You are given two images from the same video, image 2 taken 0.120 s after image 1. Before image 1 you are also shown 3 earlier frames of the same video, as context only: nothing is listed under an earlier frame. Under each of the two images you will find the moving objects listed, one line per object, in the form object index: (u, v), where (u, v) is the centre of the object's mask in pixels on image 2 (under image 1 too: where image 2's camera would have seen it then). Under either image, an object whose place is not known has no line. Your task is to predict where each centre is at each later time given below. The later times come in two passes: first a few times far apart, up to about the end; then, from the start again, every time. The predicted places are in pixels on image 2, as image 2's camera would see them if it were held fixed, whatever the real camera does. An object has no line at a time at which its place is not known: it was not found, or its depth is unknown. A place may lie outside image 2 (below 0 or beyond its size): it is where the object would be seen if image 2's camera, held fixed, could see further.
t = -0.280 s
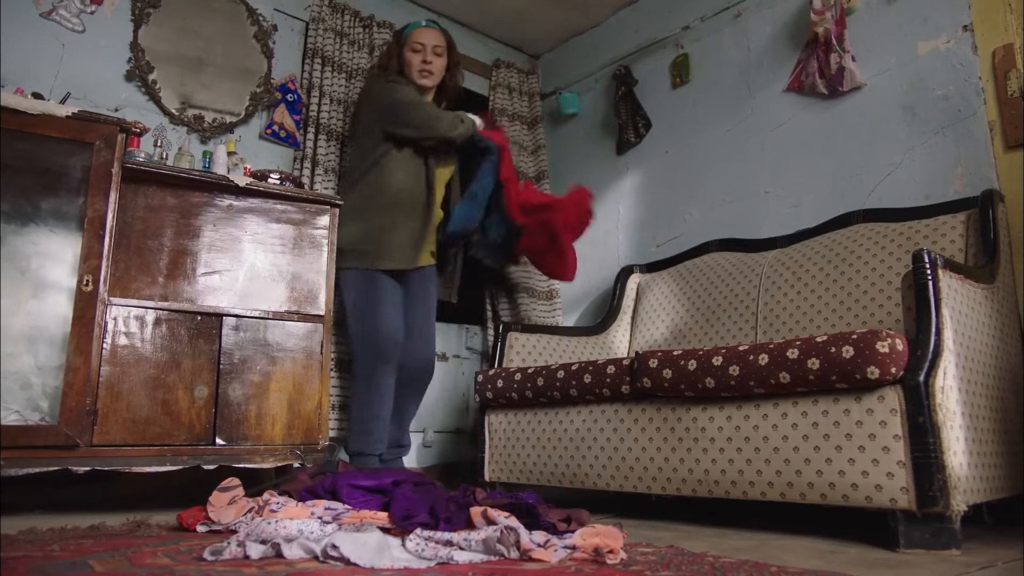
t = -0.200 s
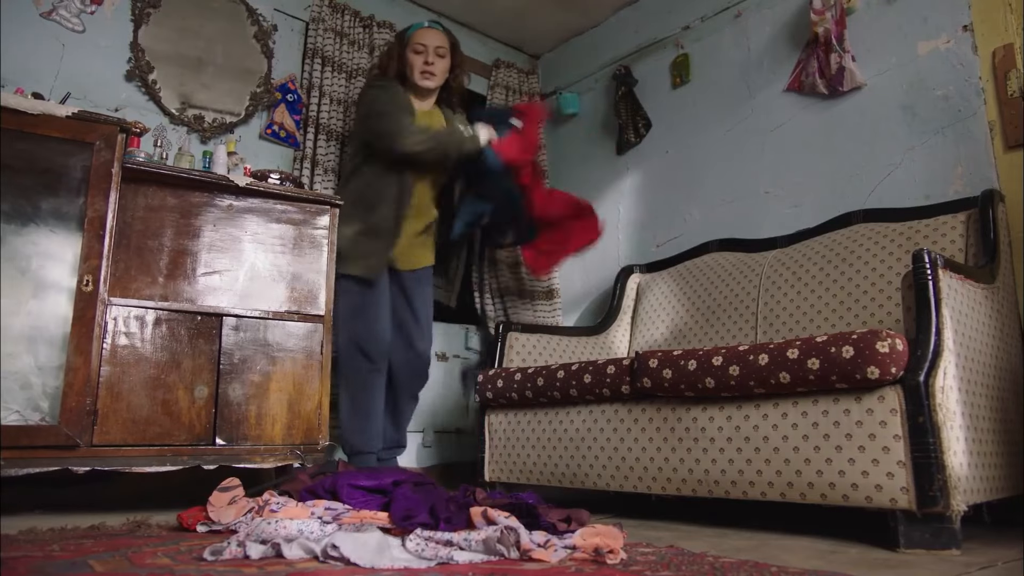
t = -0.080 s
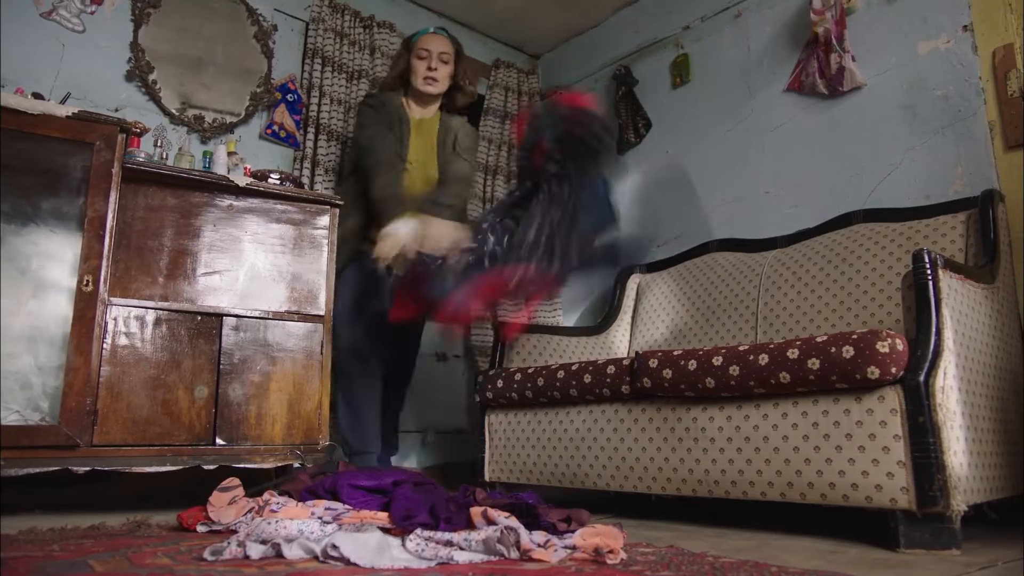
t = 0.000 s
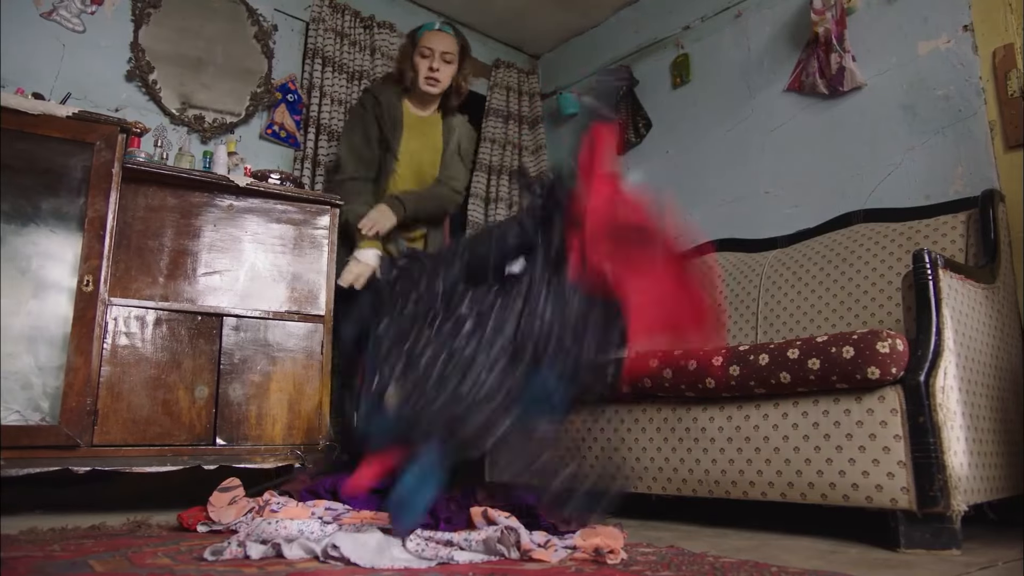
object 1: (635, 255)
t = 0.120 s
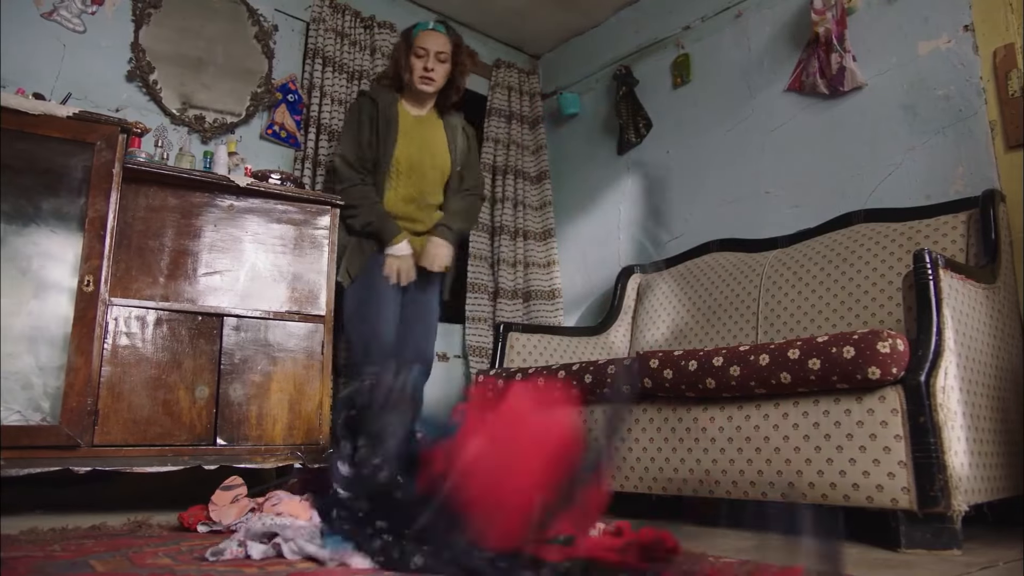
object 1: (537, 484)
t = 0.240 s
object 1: (533, 533)
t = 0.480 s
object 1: (519, 546)
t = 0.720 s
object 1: (519, 545)
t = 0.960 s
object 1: (521, 546)
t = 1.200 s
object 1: (521, 545)
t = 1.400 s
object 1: (521, 546)
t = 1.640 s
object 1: (521, 546)
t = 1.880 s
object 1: (521, 546)
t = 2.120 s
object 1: (521, 546)
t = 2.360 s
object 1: (521, 546)
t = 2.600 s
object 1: (521, 546)
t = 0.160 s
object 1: (534, 513)
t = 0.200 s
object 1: (537, 520)
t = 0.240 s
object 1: (533, 533)
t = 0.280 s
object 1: (526, 541)
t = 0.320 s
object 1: (531, 542)
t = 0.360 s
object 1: (526, 544)
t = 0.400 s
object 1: (524, 545)
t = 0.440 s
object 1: (521, 545)
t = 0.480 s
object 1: (519, 546)
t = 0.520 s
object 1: (519, 546)
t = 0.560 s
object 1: (519, 546)
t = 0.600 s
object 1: (519, 546)
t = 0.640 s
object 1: (519, 546)
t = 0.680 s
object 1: (519, 545)
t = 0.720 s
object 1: (519, 545)
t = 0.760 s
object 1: (520, 545)
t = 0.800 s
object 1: (520, 545)
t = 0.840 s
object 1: (521, 545)
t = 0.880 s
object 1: (522, 546)
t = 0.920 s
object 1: (521, 546)
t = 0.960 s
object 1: (521, 546)
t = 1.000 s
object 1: (521, 546)
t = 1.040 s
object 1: (521, 546)
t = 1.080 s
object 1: (521, 546)
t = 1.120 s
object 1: (521, 546)
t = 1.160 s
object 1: (521, 546)
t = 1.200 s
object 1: (521, 545)
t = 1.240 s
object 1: (521, 546)
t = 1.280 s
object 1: (521, 546)
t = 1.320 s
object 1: (521, 546)
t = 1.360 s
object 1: (521, 546)
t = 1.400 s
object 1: (521, 546)
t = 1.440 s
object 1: (521, 546)
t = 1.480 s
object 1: (521, 545)
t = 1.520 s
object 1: (521, 545)
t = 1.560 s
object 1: (521, 546)
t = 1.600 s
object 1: (521, 546)
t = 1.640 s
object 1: (521, 546)
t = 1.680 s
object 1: (521, 546)
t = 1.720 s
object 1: (521, 546)
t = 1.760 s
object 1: (521, 546)
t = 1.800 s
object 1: (521, 546)
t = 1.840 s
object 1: (521, 546)
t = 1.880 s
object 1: (521, 546)
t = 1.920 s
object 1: (521, 546)
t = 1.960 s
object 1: (521, 546)
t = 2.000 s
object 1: (521, 546)
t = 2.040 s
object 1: (521, 546)
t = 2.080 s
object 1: (521, 546)
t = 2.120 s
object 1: (521, 546)
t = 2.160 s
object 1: (521, 546)
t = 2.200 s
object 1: (521, 546)
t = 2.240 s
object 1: (521, 546)
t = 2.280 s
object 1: (521, 546)
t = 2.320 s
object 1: (521, 546)
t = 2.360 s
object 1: (521, 546)
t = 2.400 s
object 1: (521, 546)
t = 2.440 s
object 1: (521, 546)
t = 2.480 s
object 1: (521, 546)
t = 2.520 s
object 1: (521, 546)
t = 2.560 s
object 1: (521, 546)
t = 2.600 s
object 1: (521, 546)
